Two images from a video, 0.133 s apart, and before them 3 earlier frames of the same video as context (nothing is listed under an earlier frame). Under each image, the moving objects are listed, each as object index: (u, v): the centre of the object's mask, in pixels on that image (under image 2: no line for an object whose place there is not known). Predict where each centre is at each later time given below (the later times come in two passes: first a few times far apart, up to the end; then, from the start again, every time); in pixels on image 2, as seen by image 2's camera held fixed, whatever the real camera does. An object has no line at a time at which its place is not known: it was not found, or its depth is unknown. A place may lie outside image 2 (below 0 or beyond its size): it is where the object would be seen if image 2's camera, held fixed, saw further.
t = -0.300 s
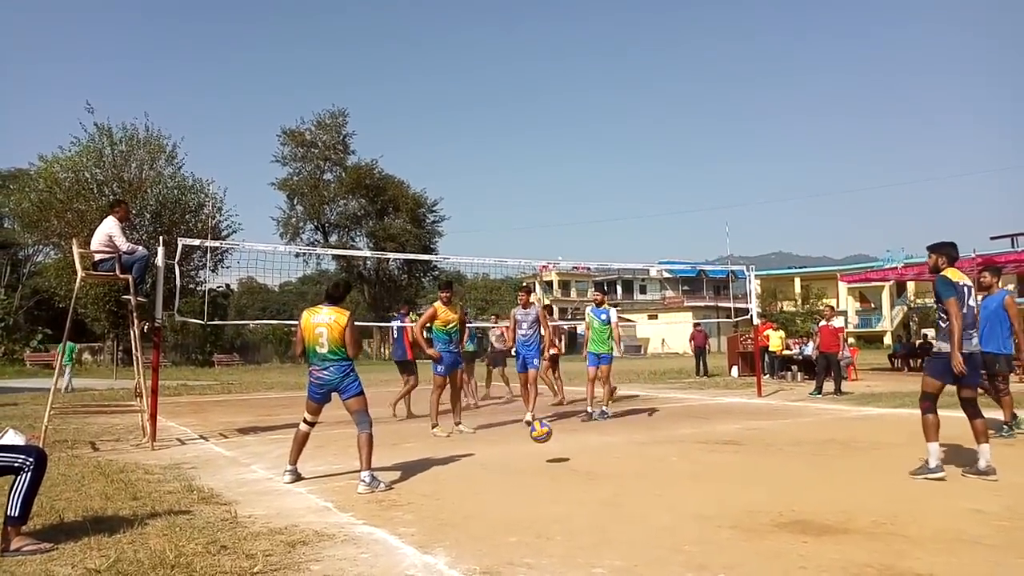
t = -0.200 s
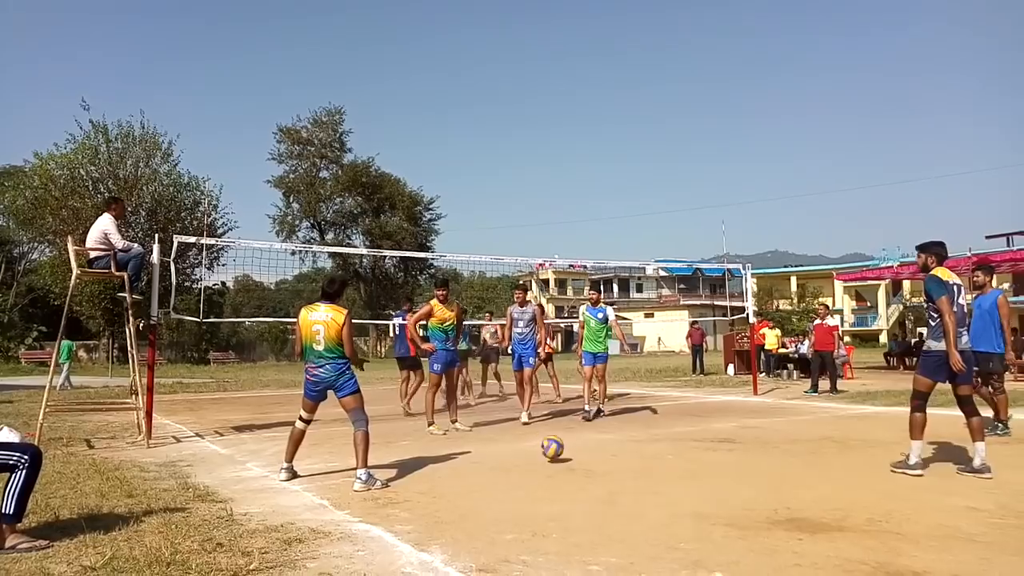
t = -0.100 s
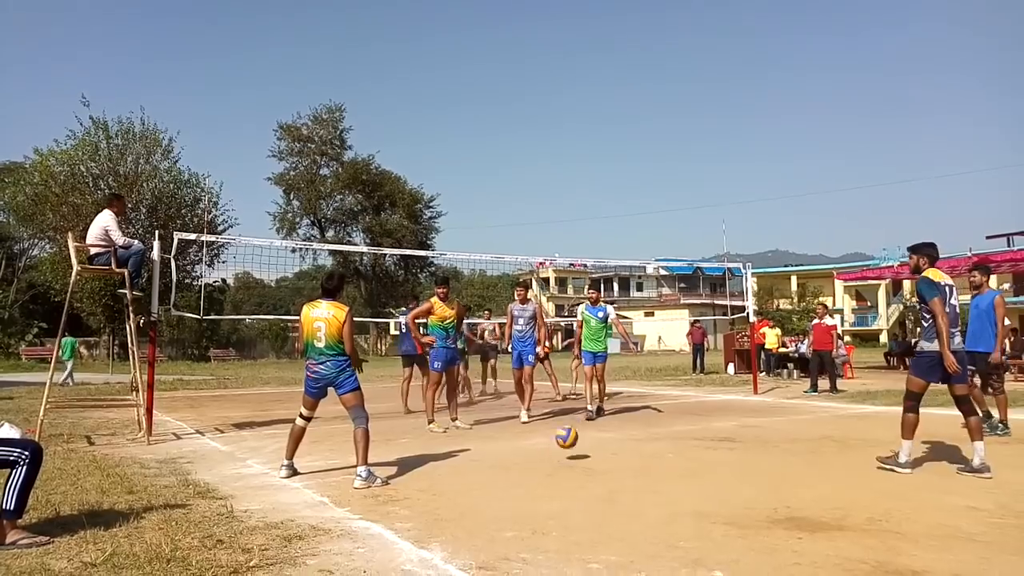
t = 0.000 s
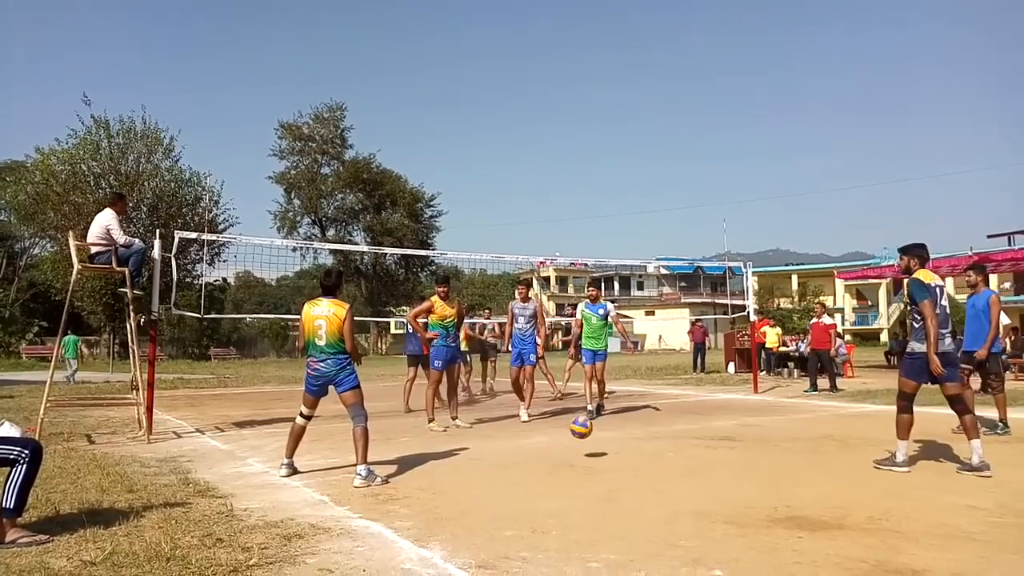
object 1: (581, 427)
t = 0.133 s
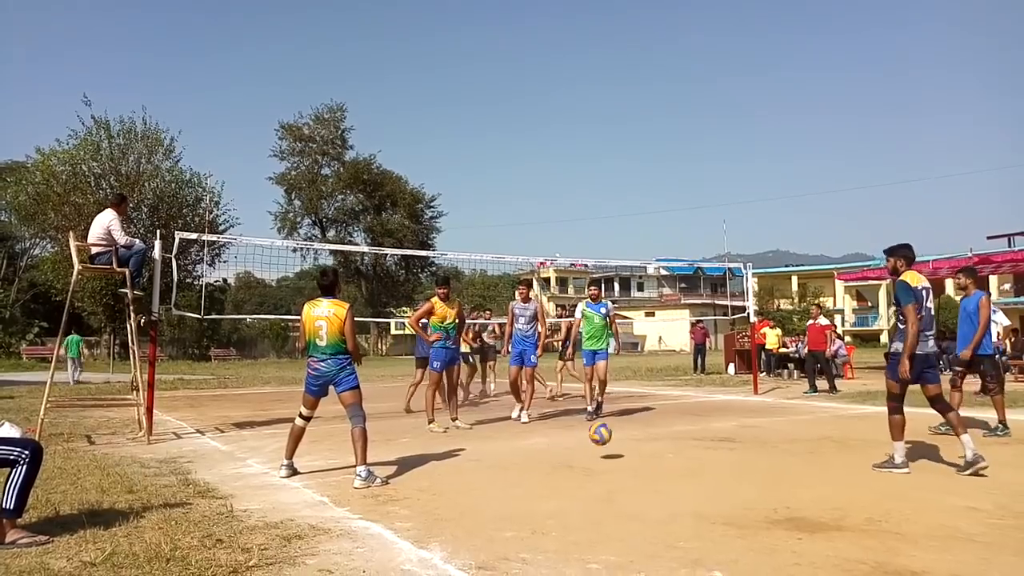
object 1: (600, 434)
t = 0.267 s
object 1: (619, 445)
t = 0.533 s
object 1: (657, 441)
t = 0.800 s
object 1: (697, 442)
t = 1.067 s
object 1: (732, 444)
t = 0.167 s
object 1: (605, 438)
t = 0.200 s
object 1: (610, 443)
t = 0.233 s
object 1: (614, 449)
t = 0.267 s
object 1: (619, 445)
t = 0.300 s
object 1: (624, 440)
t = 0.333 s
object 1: (629, 437)
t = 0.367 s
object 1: (633, 434)
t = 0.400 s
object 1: (638, 433)
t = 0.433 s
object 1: (643, 434)
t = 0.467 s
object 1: (648, 435)
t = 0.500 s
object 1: (653, 438)
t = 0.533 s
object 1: (657, 441)
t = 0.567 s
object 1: (662, 446)
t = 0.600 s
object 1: (671, 443)
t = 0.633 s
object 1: (675, 440)
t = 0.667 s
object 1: (680, 438)
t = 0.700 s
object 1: (684, 437)
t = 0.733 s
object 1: (689, 438)
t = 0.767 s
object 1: (693, 439)
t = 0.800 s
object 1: (697, 442)
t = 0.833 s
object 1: (702, 446)
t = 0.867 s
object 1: (707, 448)
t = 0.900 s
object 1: (711, 444)
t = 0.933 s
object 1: (715, 442)
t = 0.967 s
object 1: (719, 440)
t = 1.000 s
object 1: (723, 440)
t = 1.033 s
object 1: (728, 441)
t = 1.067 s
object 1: (732, 444)
